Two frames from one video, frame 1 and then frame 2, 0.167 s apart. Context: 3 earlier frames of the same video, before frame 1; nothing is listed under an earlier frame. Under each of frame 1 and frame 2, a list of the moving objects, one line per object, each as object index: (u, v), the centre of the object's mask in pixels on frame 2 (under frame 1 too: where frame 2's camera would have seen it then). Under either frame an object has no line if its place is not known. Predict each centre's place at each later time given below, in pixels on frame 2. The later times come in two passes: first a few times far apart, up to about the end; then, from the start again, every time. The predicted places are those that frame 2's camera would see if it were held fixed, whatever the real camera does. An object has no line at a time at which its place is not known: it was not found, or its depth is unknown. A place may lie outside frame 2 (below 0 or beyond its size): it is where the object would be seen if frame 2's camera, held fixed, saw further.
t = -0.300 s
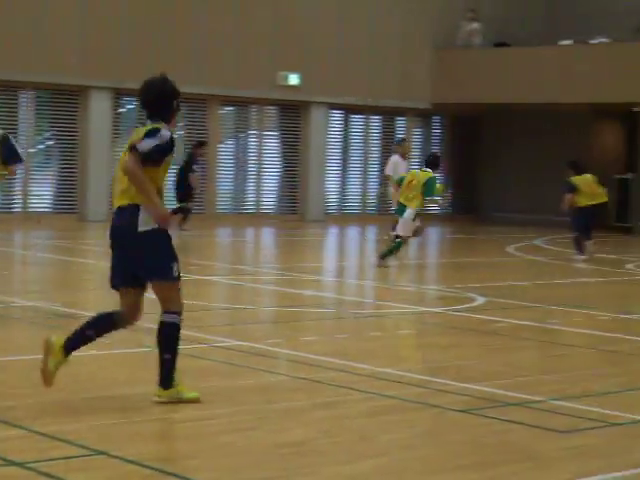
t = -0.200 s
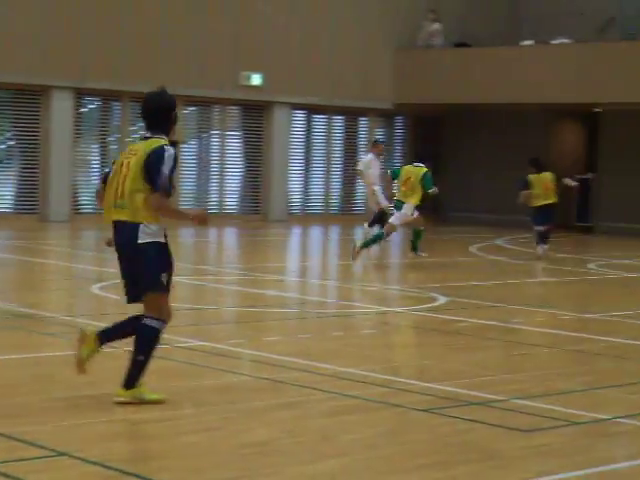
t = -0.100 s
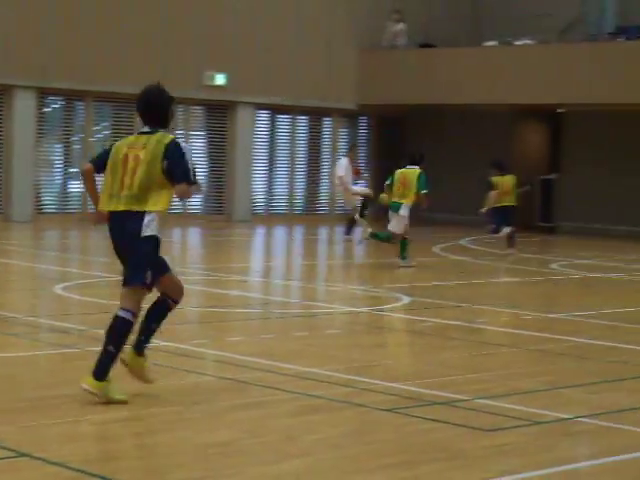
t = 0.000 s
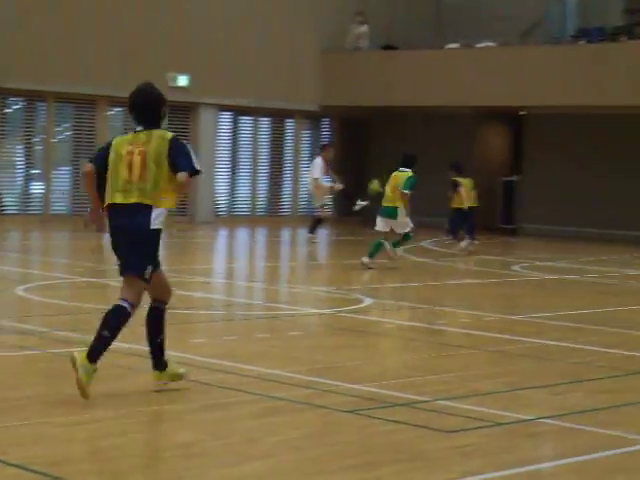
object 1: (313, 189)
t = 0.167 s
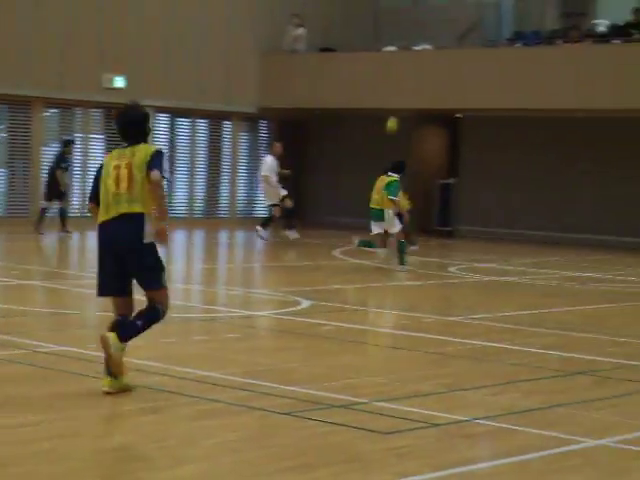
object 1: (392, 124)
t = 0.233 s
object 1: (423, 103)
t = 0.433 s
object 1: (521, 52)
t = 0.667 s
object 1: (635, 25)
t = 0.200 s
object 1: (407, 114)
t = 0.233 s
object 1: (423, 103)
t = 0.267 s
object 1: (440, 91)
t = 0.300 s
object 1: (456, 83)
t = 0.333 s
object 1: (473, 74)
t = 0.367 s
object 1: (489, 66)
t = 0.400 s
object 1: (506, 59)
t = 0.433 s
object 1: (521, 52)
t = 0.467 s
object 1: (538, 45)
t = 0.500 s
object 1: (554, 40)
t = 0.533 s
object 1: (570, 36)
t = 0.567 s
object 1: (585, 32)
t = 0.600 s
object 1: (602, 29)
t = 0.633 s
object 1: (618, 26)
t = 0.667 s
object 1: (635, 25)
